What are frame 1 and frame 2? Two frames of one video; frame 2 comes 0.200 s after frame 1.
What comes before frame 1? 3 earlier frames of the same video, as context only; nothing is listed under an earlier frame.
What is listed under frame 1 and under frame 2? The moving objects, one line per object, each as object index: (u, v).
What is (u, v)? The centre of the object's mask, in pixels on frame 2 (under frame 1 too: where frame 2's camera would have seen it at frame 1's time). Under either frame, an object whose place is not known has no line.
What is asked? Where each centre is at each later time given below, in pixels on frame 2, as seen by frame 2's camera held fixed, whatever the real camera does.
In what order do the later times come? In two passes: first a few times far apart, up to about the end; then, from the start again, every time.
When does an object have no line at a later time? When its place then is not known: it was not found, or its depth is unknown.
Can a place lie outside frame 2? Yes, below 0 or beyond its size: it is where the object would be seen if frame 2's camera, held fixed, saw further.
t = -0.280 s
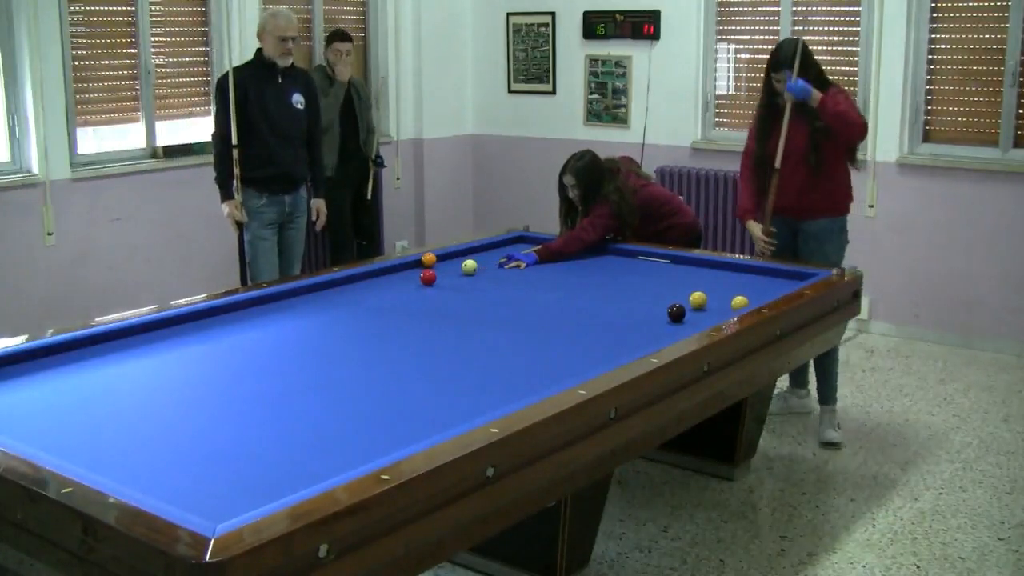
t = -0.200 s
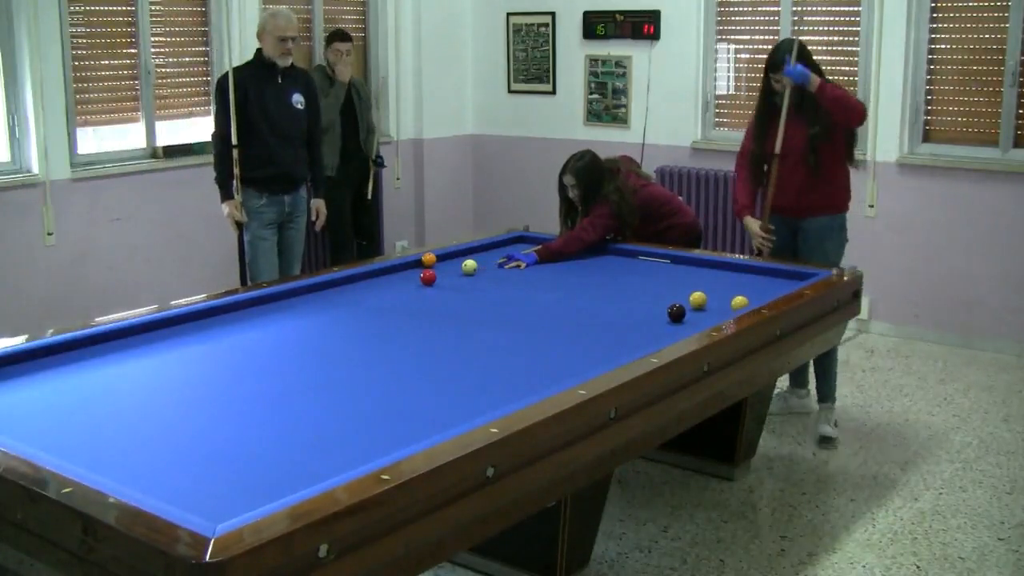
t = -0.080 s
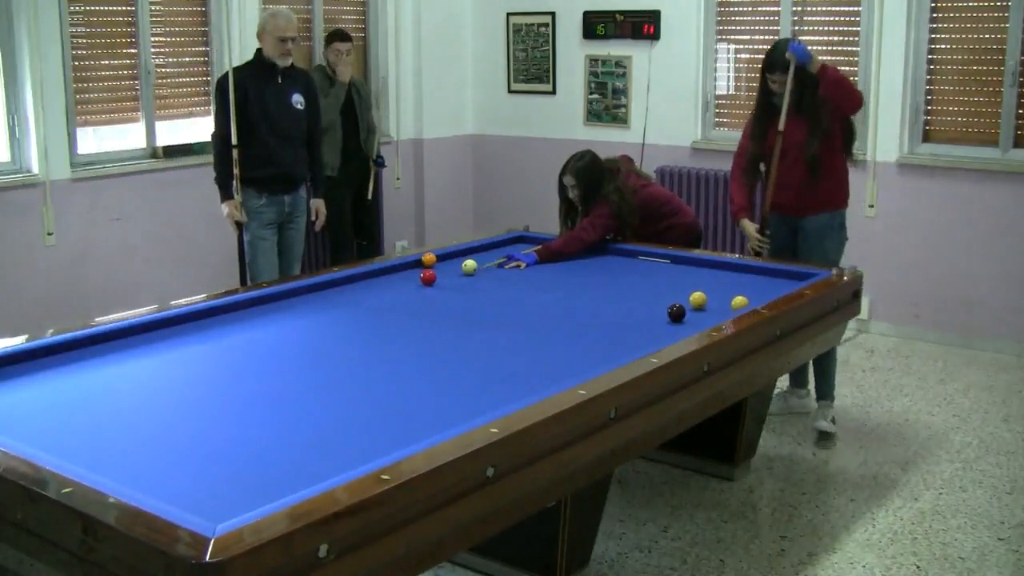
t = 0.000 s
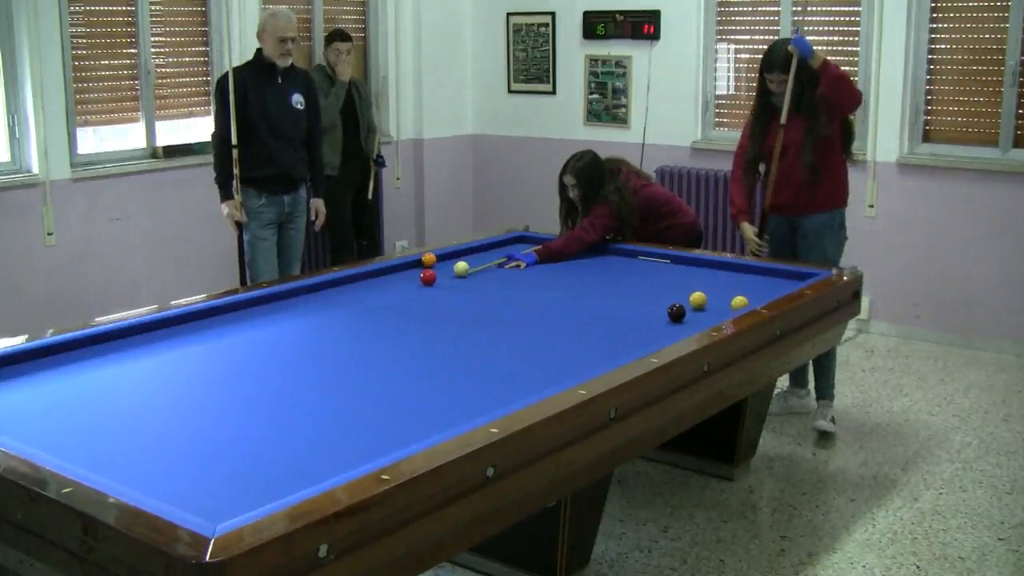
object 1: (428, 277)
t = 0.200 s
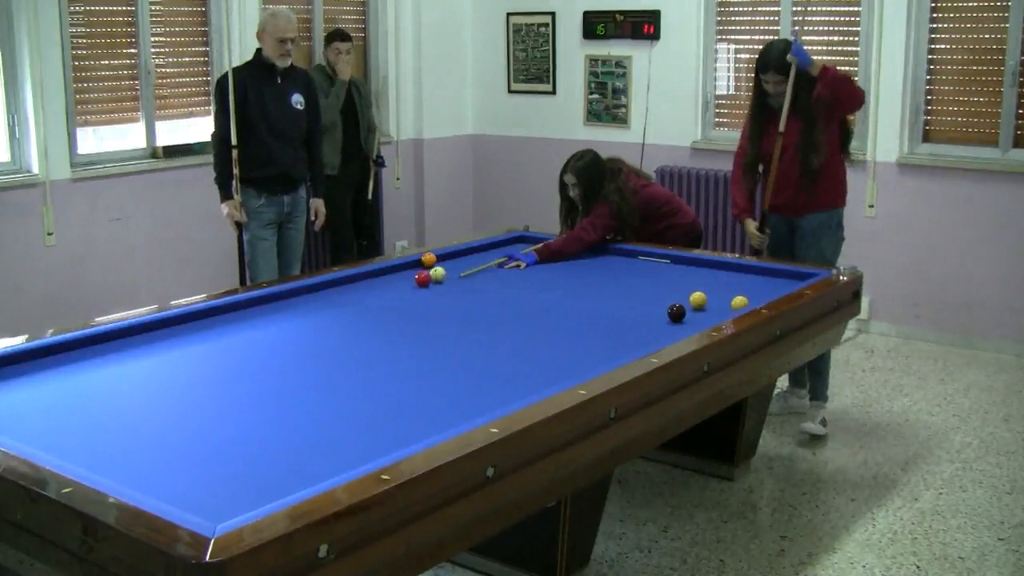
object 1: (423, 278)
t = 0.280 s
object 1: (415, 281)
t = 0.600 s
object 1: (386, 289)
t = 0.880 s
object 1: (360, 297)
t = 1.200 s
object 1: (330, 305)
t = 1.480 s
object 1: (302, 313)
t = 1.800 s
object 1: (271, 323)
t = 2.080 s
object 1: (242, 330)
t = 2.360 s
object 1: (214, 339)
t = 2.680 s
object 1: (180, 349)
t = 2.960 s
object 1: (151, 357)
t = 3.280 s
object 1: (118, 367)
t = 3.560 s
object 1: (88, 375)
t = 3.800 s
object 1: (63, 383)
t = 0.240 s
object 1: (419, 280)
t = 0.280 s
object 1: (415, 281)
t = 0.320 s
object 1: (411, 282)
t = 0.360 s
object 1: (408, 283)
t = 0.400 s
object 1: (404, 284)
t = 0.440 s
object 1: (401, 285)
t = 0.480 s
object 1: (397, 286)
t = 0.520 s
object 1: (393, 287)
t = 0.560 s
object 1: (390, 289)
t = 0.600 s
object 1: (386, 289)
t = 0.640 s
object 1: (382, 290)
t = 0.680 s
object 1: (379, 292)
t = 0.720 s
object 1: (375, 293)
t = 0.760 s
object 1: (371, 294)
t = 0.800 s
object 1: (367, 295)
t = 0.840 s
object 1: (364, 296)
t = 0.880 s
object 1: (360, 297)
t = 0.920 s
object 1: (356, 298)
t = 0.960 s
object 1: (353, 299)
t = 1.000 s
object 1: (349, 300)
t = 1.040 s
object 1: (345, 301)
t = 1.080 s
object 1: (341, 302)
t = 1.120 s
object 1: (337, 303)
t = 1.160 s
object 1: (334, 304)
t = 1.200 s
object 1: (330, 305)
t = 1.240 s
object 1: (326, 307)
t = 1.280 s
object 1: (322, 308)
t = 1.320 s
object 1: (318, 309)
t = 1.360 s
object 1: (314, 310)
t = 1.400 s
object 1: (310, 311)
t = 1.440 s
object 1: (306, 312)
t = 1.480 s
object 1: (302, 313)
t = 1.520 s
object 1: (298, 315)
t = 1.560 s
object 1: (294, 316)
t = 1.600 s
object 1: (290, 317)
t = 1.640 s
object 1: (287, 318)
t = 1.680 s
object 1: (283, 319)
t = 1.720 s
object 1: (279, 320)
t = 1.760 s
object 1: (275, 322)
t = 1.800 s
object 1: (271, 323)
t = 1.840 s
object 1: (266, 324)
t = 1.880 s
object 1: (262, 325)
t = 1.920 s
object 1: (258, 326)
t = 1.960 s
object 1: (254, 327)
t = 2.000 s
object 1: (250, 328)
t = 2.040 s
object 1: (246, 330)
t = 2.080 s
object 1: (242, 330)
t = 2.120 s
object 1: (238, 332)
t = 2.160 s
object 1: (234, 333)
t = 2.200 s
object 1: (230, 334)
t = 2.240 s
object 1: (226, 336)
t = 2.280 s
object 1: (222, 337)
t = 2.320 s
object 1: (218, 338)
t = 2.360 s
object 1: (214, 339)
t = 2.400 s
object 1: (209, 340)
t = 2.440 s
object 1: (205, 341)
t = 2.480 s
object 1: (201, 343)
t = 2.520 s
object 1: (197, 344)
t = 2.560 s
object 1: (193, 345)
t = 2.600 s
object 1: (189, 346)
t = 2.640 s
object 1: (185, 347)
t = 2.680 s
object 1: (180, 349)
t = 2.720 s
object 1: (176, 350)
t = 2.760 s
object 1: (172, 351)
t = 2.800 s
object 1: (168, 352)
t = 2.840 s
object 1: (164, 354)
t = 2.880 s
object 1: (159, 355)
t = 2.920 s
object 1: (155, 356)
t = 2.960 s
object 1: (151, 357)
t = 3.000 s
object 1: (147, 358)
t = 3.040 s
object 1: (143, 360)
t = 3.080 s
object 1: (139, 361)
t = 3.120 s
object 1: (134, 362)
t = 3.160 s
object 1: (130, 363)
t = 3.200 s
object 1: (126, 365)
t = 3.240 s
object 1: (122, 366)
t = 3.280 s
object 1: (118, 367)
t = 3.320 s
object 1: (113, 368)
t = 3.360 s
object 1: (109, 369)
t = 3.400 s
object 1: (105, 371)
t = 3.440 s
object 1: (101, 372)
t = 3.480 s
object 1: (96, 373)
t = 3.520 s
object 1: (92, 374)
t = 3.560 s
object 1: (88, 375)
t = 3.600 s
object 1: (84, 377)
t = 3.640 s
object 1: (79, 378)
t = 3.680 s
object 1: (75, 379)
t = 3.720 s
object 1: (71, 381)
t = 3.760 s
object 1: (67, 382)
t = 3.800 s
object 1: (63, 383)
